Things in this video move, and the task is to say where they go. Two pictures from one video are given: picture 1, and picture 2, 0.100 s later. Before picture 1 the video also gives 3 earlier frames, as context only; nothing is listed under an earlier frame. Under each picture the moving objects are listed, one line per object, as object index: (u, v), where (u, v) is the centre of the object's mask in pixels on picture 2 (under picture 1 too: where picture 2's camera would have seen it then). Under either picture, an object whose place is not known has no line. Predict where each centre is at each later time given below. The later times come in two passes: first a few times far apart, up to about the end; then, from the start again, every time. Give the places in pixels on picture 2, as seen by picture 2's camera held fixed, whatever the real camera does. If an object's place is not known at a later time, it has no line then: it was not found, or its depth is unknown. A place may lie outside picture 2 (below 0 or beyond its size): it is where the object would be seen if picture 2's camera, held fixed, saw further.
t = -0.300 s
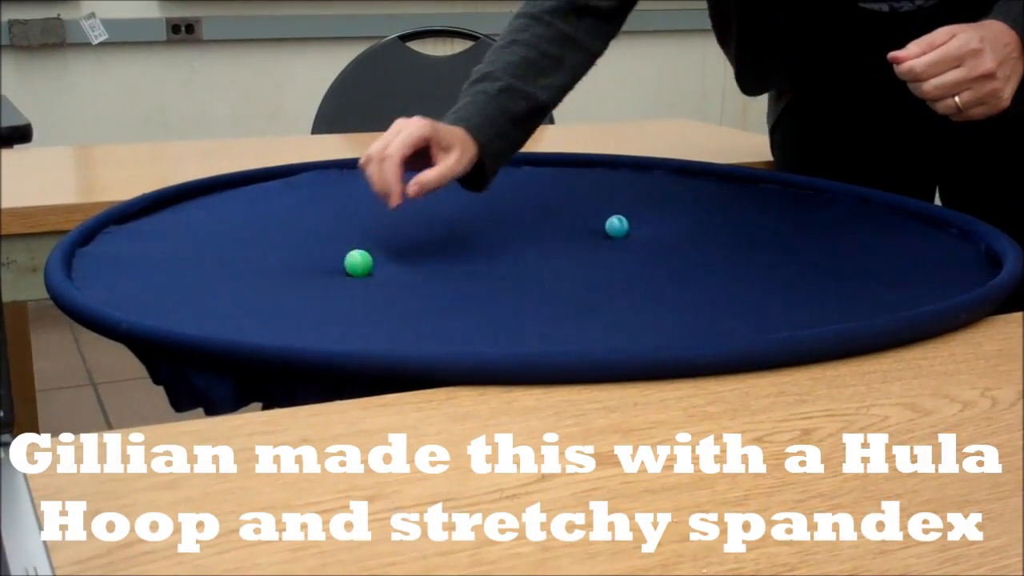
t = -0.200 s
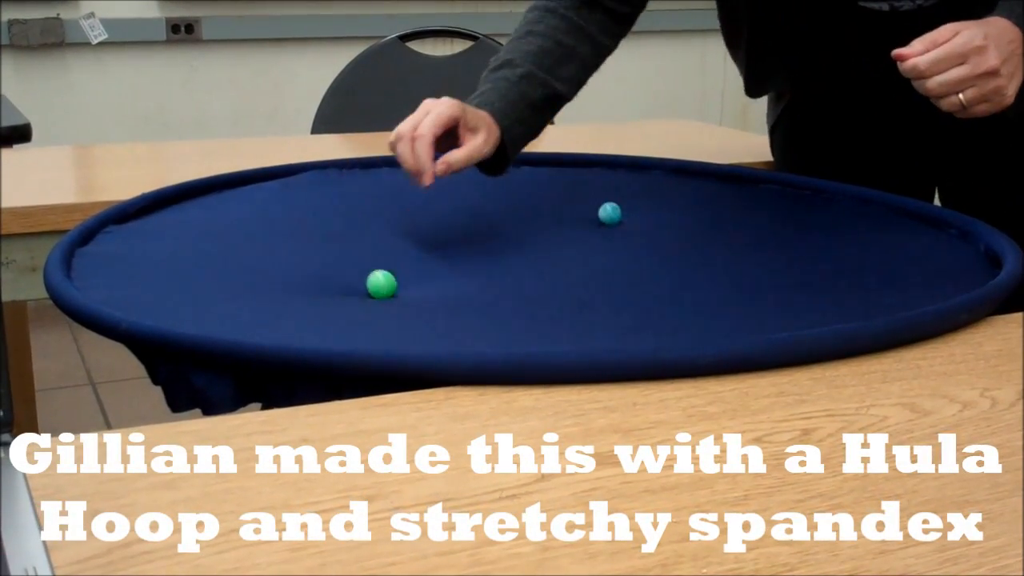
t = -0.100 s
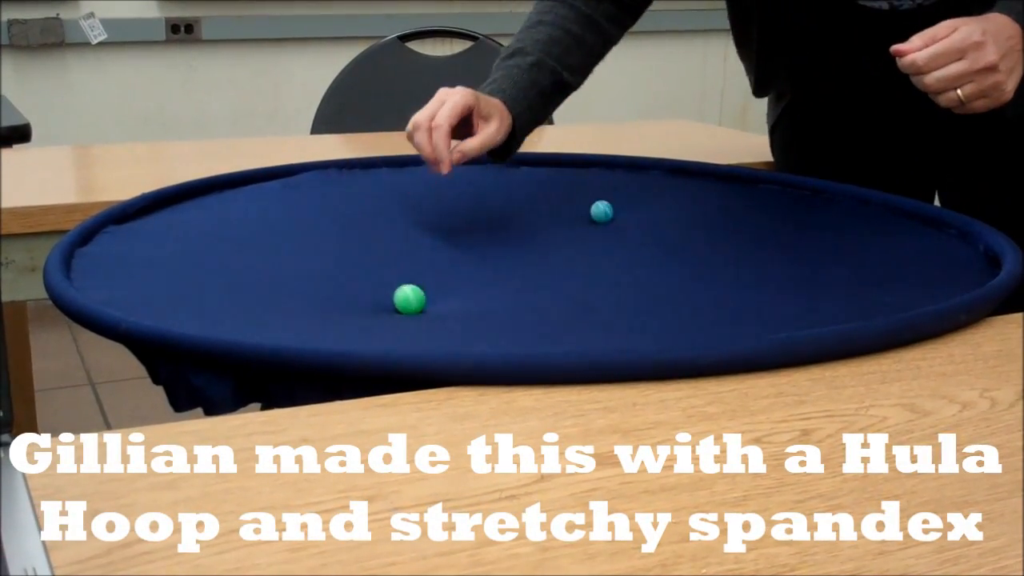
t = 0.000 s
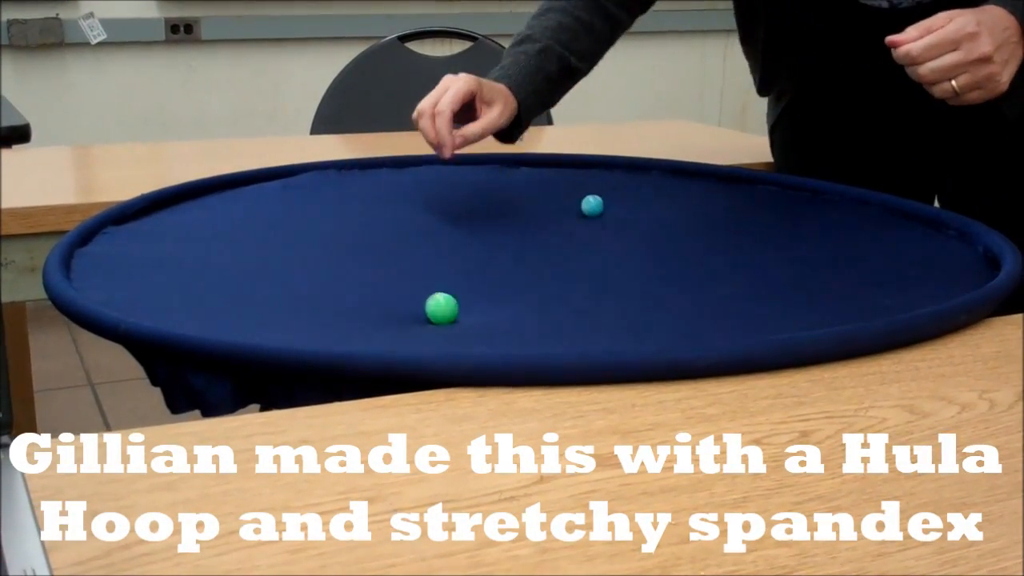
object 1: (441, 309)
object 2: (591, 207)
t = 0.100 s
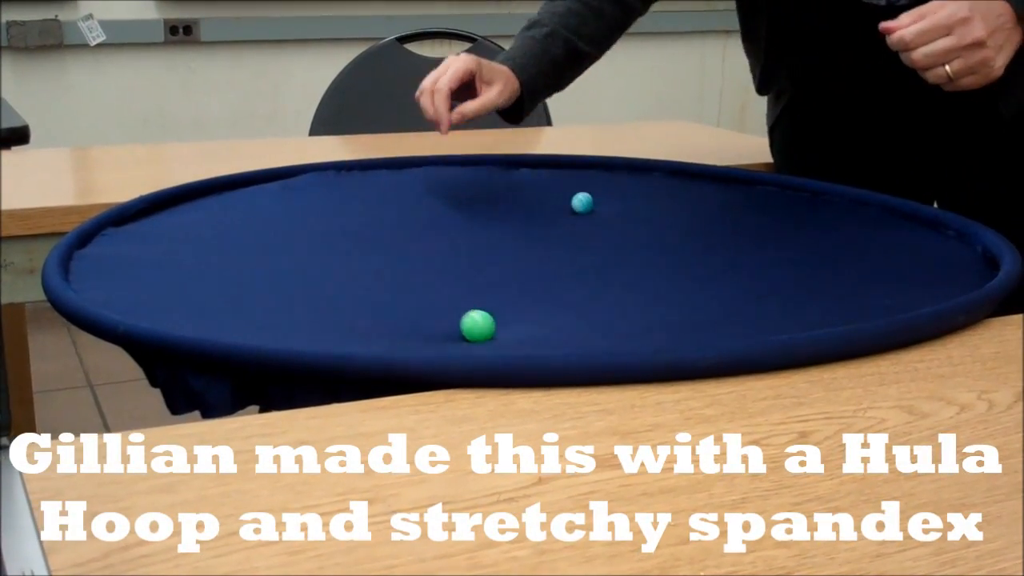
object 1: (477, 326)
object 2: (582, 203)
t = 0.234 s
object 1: (527, 332)
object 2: (570, 202)
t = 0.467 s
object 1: (610, 340)
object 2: (554, 206)
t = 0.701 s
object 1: (658, 339)
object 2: (541, 217)
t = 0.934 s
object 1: (657, 335)
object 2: (529, 233)
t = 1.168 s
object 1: (628, 318)
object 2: (518, 253)
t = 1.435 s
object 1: (576, 294)
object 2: (511, 280)
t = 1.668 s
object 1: (522, 268)
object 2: (520, 299)
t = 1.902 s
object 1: (474, 247)
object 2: (530, 312)
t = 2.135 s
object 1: (439, 235)
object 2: (538, 319)
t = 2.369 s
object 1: (420, 227)
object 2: (539, 317)
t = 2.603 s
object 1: (411, 229)
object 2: (533, 311)
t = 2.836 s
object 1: (421, 234)
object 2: (526, 304)
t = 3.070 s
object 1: (439, 244)
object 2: (514, 294)
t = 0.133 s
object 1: (490, 329)
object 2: (579, 203)
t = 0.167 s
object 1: (502, 330)
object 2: (576, 203)
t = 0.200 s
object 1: (515, 330)
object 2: (573, 202)
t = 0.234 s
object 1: (527, 332)
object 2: (570, 202)
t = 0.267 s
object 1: (540, 336)
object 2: (567, 202)
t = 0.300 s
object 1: (553, 339)
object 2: (565, 201)
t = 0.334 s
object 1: (566, 340)
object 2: (562, 202)
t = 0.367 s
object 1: (578, 341)
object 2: (560, 203)
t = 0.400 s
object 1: (589, 340)
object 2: (558, 204)
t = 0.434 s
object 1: (600, 339)
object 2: (556, 205)
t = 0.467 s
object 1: (610, 340)
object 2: (554, 206)
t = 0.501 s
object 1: (620, 341)
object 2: (552, 207)
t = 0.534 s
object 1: (629, 341)
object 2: (550, 209)
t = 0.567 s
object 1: (637, 341)
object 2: (548, 210)
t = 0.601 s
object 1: (644, 340)
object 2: (547, 211)
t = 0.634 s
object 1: (649, 340)
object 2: (545, 212)
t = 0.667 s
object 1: (655, 339)
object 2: (543, 214)
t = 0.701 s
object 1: (658, 339)
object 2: (541, 217)
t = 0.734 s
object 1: (661, 338)
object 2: (539, 220)
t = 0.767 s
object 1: (662, 338)
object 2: (537, 222)
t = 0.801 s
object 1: (662, 338)
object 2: (536, 223)
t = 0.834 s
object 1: (662, 337)
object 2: (534, 225)
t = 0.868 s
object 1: (660, 336)
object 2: (532, 227)
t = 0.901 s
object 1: (659, 335)
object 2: (531, 230)
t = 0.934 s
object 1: (657, 335)
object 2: (529, 233)
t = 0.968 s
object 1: (655, 333)
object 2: (527, 235)
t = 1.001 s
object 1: (651, 330)
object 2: (526, 238)
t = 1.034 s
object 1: (647, 327)
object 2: (524, 240)
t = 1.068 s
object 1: (643, 324)
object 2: (523, 243)
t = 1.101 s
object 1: (638, 322)
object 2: (521, 246)
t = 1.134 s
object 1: (633, 320)
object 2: (520, 249)
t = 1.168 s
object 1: (628, 318)
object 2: (518, 253)
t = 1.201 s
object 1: (622, 315)
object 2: (516, 255)
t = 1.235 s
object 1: (616, 311)
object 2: (515, 259)
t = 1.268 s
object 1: (610, 308)
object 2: (514, 262)
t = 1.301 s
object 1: (604, 306)
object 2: (513, 266)
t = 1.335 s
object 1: (597, 303)
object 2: (512, 270)
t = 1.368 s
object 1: (590, 300)
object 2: (511, 273)
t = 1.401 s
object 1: (583, 297)
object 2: (511, 277)
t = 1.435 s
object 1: (576, 294)
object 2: (511, 280)
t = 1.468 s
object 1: (569, 291)
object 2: (511, 284)
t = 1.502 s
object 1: (562, 289)
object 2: (511, 289)
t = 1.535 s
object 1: (554, 286)
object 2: (512, 293)
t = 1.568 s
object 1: (546, 283)
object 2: (514, 296)
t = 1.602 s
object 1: (538, 278)
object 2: (516, 297)
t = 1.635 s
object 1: (530, 273)
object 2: (518, 298)
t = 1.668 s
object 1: (522, 268)
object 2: (520, 299)
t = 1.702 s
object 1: (514, 265)
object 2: (521, 301)
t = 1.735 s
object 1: (507, 262)
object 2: (523, 304)
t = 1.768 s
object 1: (500, 259)
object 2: (525, 306)
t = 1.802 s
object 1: (493, 256)
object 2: (526, 307)
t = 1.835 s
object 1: (486, 253)
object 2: (527, 308)
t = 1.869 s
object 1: (480, 249)
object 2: (529, 310)
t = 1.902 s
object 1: (474, 247)
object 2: (530, 312)
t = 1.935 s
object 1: (469, 245)
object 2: (531, 313)
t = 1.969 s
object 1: (464, 243)
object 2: (533, 314)
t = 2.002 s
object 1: (458, 241)
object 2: (534, 314)
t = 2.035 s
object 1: (453, 240)
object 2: (535, 316)
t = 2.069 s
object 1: (448, 238)
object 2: (536, 317)
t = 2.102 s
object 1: (444, 236)
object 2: (537, 318)
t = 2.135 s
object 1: (439, 235)
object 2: (538, 319)
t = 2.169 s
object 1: (436, 233)
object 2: (539, 319)
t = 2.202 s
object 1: (433, 231)
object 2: (540, 319)
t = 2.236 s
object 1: (429, 230)
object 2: (540, 319)
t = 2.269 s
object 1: (427, 230)
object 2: (540, 319)
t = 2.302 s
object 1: (424, 229)
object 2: (540, 319)
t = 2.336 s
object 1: (422, 228)
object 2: (540, 318)
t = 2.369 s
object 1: (420, 227)
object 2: (539, 317)
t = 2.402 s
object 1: (418, 227)
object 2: (538, 317)
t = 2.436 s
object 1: (416, 227)
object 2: (537, 316)
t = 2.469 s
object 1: (415, 227)
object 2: (536, 315)
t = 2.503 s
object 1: (413, 227)
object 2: (535, 315)
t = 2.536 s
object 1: (412, 228)
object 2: (535, 314)
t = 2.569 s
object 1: (411, 228)
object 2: (534, 312)
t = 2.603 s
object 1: (411, 229)
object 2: (533, 311)
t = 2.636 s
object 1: (411, 230)
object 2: (532, 310)
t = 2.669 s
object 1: (412, 230)
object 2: (531, 310)
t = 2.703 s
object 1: (413, 231)
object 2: (531, 309)
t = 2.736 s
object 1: (414, 232)
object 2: (530, 308)
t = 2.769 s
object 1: (416, 232)
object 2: (528, 306)
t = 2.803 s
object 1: (418, 233)
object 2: (527, 305)
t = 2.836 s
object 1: (421, 234)
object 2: (526, 304)
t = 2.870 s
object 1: (423, 236)
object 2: (524, 302)
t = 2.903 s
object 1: (425, 237)
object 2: (523, 301)
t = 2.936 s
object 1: (428, 238)
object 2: (521, 300)
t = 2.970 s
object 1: (431, 239)
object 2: (519, 299)
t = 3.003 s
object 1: (433, 241)
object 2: (517, 297)
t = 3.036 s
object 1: (436, 242)
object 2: (516, 296)
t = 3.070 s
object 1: (439, 244)
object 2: (514, 294)
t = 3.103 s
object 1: (442, 246)
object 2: (512, 292)
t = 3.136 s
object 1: (446, 247)
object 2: (511, 291)
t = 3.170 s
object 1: (449, 249)
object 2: (509, 290)
